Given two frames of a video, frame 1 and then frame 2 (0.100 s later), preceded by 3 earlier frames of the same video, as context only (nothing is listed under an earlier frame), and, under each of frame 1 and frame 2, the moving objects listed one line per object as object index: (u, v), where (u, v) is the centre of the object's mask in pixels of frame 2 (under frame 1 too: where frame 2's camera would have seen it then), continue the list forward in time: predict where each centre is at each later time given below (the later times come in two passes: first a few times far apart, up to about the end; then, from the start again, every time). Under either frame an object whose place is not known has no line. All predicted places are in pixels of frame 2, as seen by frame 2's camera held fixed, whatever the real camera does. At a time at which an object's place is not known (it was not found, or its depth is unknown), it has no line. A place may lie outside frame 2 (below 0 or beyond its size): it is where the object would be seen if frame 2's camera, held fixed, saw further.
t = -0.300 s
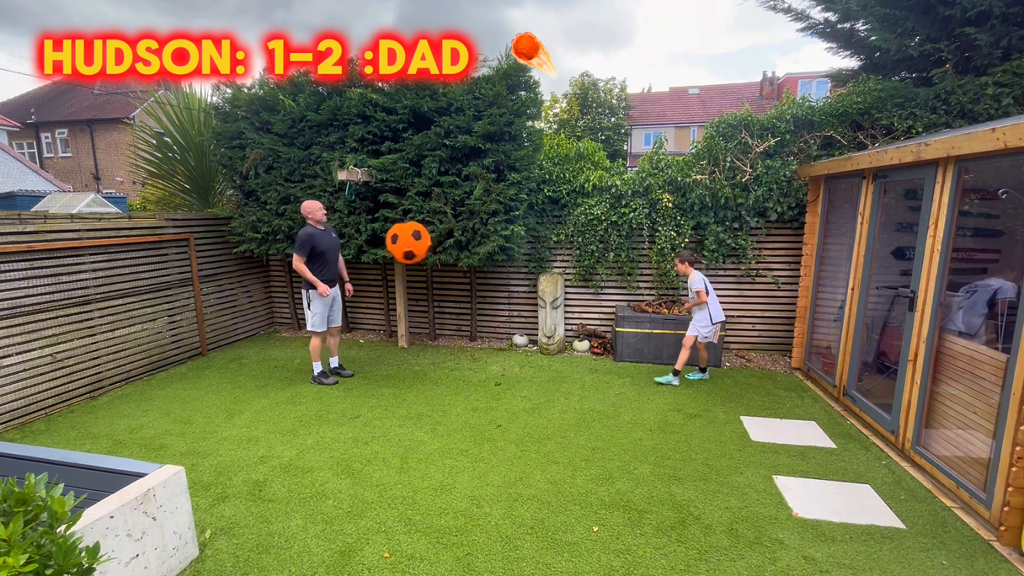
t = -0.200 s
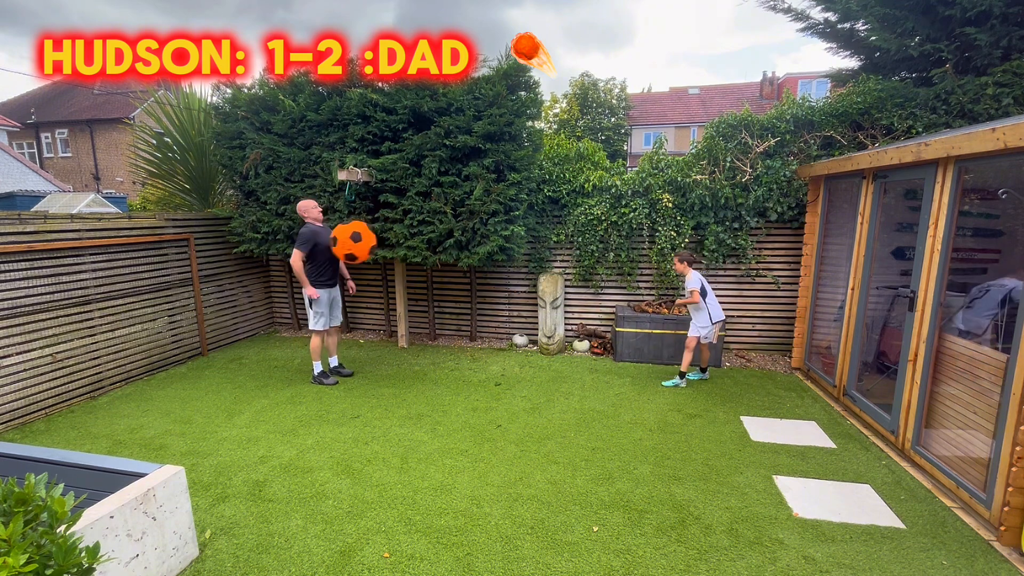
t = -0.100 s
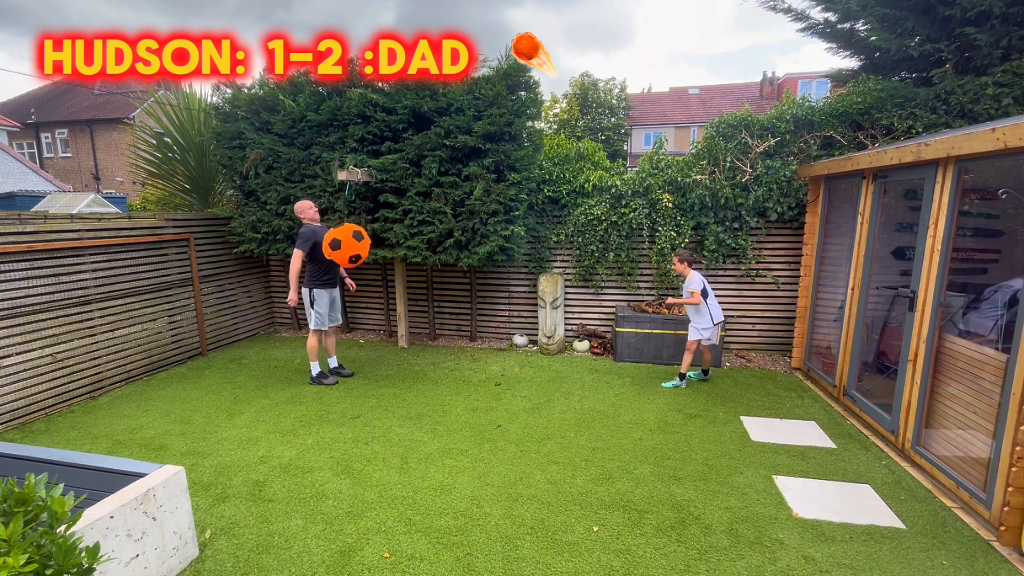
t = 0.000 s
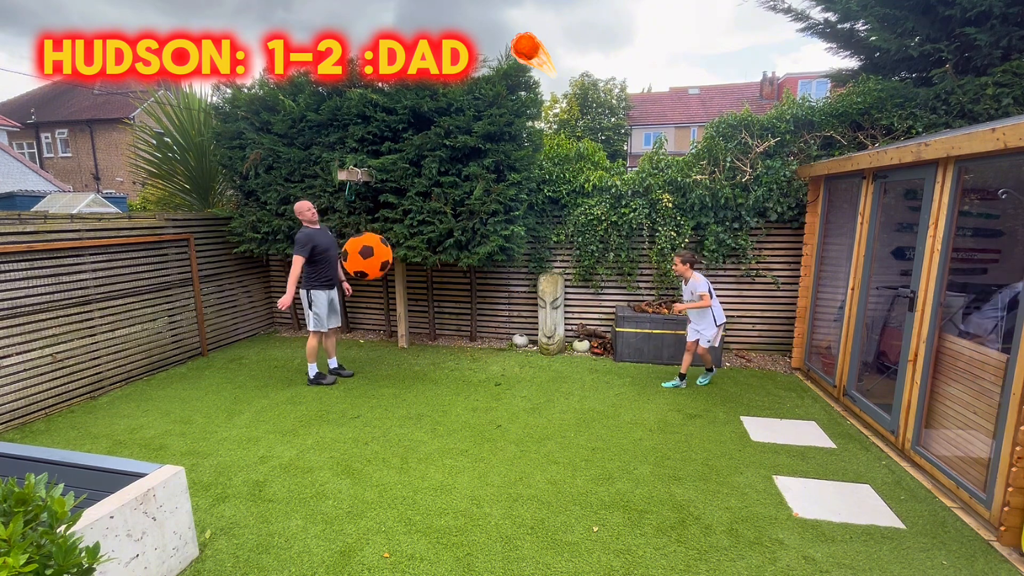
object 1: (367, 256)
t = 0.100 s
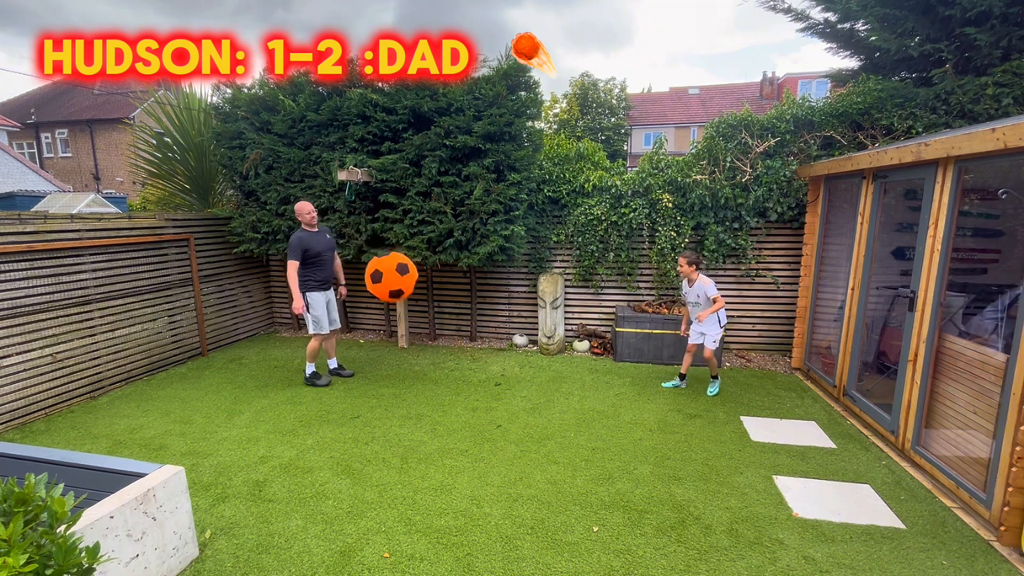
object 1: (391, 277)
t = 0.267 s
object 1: (435, 337)
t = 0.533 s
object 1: (495, 438)
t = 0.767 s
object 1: (530, 384)
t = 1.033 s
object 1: (568, 398)
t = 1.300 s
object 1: (605, 502)
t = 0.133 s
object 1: (399, 286)
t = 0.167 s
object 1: (408, 297)
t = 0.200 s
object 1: (418, 309)
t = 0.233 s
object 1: (427, 322)
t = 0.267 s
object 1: (435, 337)
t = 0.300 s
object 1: (444, 353)
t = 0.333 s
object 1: (453, 371)
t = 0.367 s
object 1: (461, 390)
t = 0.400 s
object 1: (470, 411)
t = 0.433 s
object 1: (478, 433)
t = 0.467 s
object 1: (486, 455)
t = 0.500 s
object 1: (490, 451)
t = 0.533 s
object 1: (495, 438)
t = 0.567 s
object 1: (501, 428)
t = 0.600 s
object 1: (506, 417)
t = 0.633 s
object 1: (511, 408)
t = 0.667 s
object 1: (515, 400)
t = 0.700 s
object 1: (520, 394)
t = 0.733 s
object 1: (525, 388)
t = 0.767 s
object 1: (530, 384)
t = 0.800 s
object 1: (535, 381)
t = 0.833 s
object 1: (539, 380)
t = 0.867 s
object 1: (544, 379)
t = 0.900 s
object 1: (549, 380)
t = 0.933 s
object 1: (554, 382)
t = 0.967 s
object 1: (559, 386)
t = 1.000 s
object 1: (563, 391)
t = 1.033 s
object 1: (568, 398)
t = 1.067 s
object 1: (573, 406)
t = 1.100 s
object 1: (577, 415)
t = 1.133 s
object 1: (582, 426)
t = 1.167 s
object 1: (587, 439)
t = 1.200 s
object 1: (592, 452)
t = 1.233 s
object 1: (596, 468)
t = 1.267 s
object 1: (601, 485)
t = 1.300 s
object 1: (605, 502)
